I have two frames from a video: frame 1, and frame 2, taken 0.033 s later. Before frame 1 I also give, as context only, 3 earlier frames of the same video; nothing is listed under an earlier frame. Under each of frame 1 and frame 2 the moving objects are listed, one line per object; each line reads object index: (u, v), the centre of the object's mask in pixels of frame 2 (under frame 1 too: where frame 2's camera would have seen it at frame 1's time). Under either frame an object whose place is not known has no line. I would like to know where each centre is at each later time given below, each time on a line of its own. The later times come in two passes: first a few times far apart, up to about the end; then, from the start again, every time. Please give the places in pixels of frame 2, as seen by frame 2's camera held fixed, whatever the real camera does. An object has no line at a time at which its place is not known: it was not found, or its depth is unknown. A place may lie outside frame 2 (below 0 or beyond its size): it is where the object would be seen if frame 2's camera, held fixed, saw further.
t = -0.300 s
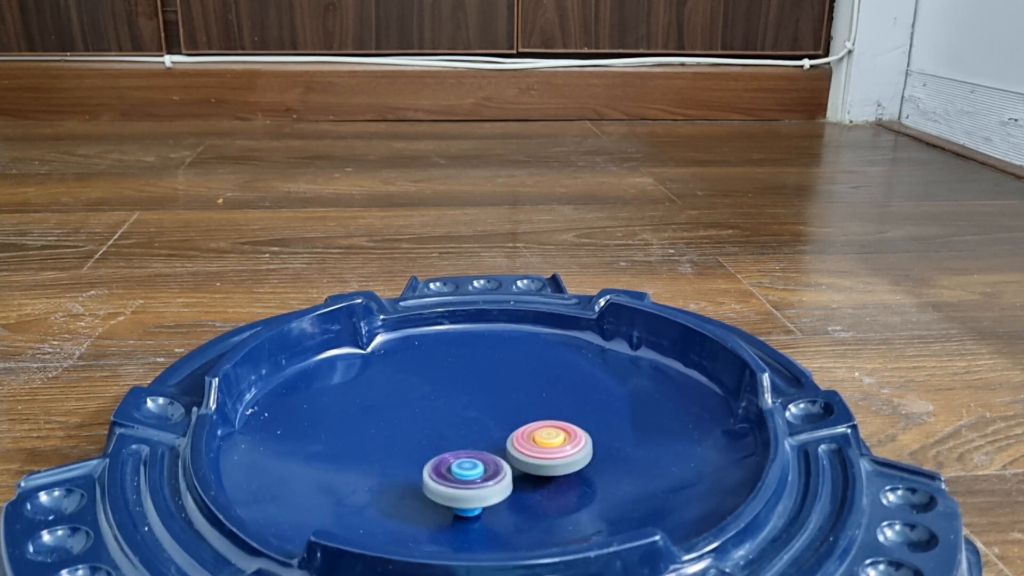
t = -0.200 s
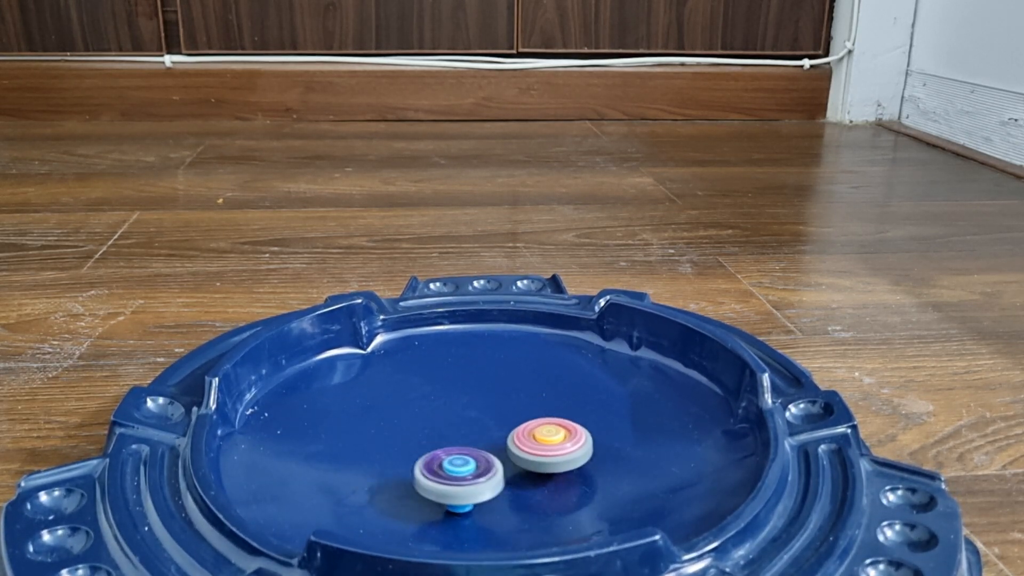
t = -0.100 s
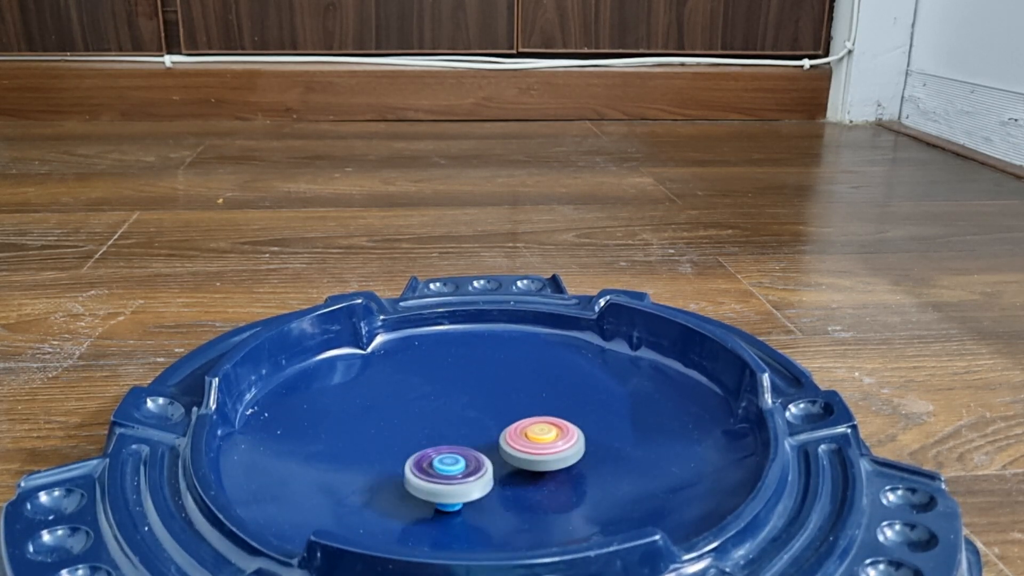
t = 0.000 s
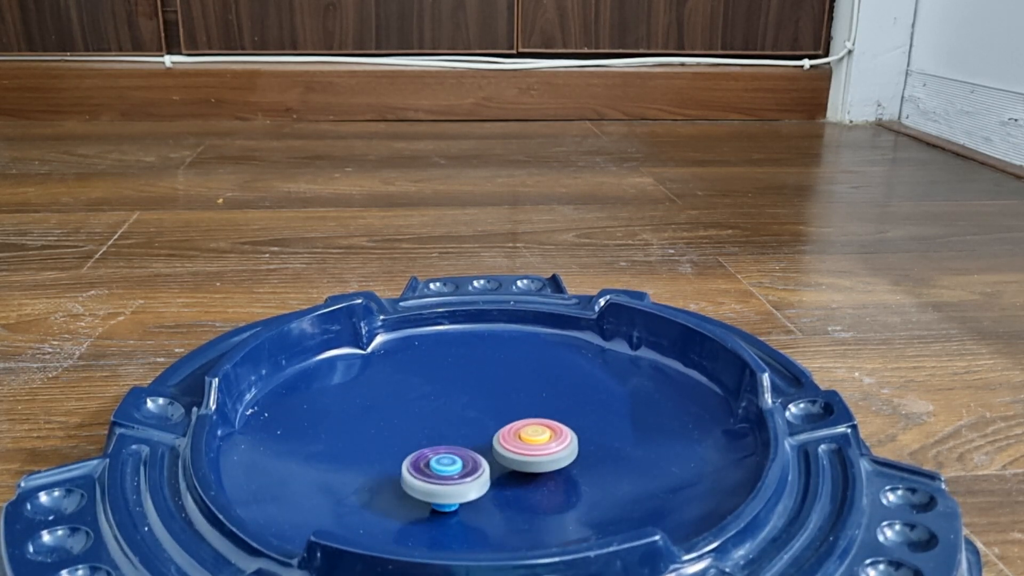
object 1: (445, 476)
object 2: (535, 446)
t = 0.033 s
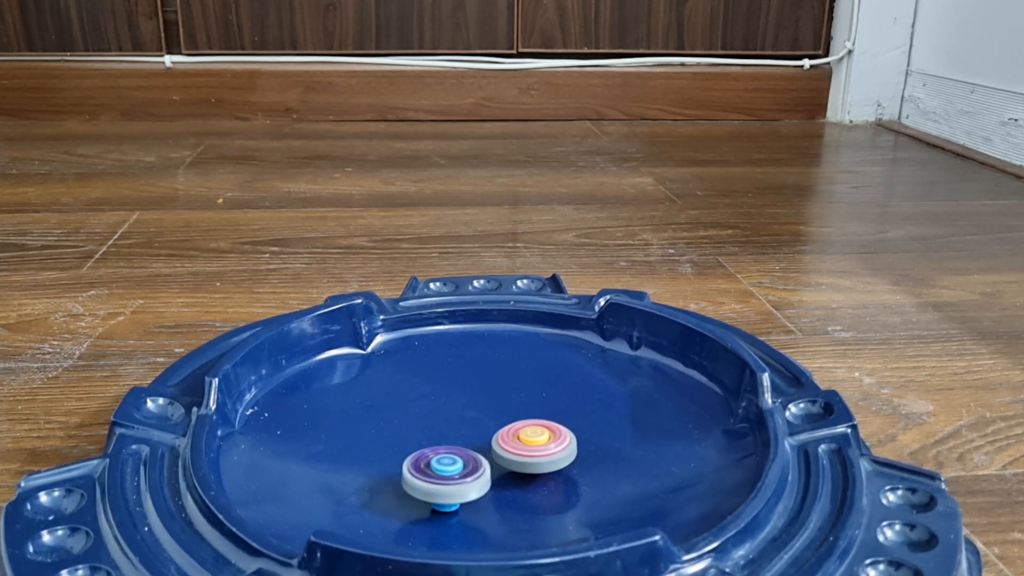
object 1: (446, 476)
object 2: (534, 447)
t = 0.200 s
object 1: (445, 469)
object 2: (531, 454)
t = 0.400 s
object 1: (436, 463)
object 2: (526, 466)
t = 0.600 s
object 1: (434, 460)
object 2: (541, 472)
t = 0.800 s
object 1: (443, 448)
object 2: (546, 463)
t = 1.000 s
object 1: (443, 436)
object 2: (535, 457)
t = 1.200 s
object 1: (419, 450)
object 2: (540, 458)
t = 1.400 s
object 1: (447, 453)
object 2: (546, 460)
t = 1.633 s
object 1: (453, 433)
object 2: (555, 451)
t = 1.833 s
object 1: (452, 438)
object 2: (539, 443)
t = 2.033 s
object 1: (438, 447)
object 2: (543, 446)
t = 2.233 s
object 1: (445, 448)
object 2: (553, 449)
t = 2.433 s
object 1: (443, 457)
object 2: (553, 444)
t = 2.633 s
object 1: (436, 454)
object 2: (554, 442)
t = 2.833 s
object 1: (422, 476)
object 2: (544, 438)
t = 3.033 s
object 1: (472, 478)
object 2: (534, 445)
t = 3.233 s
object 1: (453, 467)
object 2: (544, 450)
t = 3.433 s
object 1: (436, 465)
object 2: (542, 451)
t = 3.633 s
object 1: (449, 470)
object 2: (533, 454)
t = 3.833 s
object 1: (441, 470)
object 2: (534, 461)
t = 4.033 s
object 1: (446, 473)
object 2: (547, 463)
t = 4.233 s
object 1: (455, 476)
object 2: (555, 454)
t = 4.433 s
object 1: (451, 465)
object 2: (545, 445)
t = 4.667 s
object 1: (433, 458)
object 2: (544, 441)
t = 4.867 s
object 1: (425, 478)
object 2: (535, 437)
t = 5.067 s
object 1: (470, 475)
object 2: (526, 439)
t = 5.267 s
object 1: (451, 471)
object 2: (534, 433)
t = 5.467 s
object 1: (447, 473)
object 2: (523, 430)
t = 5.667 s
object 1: (450, 467)
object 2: (514, 433)
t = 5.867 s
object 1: (443, 466)
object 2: (520, 439)
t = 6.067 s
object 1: (451, 480)
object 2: (531, 444)
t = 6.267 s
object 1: (473, 474)
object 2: (547, 446)
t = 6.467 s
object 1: (450, 473)
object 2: (549, 439)
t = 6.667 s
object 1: (461, 478)
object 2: (531, 437)
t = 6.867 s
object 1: (455, 469)
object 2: (529, 443)
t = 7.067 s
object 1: (444, 476)
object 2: (534, 451)
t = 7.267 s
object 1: (452, 478)
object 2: (546, 454)
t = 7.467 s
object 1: (460, 479)
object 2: (556, 446)
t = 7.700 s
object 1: (445, 463)
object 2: (540, 440)
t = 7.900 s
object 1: (440, 452)
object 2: (528, 446)
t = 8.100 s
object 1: (425, 452)
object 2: (535, 458)
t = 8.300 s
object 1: (436, 461)
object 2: (542, 463)
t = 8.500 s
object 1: (459, 444)
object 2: (550, 464)
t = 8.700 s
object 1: (460, 428)
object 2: (545, 460)
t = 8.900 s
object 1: (450, 435)
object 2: (528, 461)
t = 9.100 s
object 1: (460, 435)
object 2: (531, 469)
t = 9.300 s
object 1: (485, 427)
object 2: (534, 472)
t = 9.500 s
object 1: (484, 419)
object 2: (539, 467)
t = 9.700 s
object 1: (476, 423)
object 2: (535, 464)
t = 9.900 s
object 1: (473, 422)
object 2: (535, 468)
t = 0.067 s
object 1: (448, 476)
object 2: (533, 448)
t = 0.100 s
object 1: (449, 475)
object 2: (533, 449)
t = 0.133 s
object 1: (449, 474)
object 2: (532, 451)
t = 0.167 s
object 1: (448, 472)
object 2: (532, 452)
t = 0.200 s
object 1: (445, 469)
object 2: (531, 454)
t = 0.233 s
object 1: (441, 467)
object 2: (530, 456)
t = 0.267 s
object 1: (438, 465)
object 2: (529, 458)
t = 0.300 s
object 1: (437, 464)
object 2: (529, 460)
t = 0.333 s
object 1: (436, 464)
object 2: (528, 462)
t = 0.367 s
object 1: (436, 464)
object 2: (527, 464)
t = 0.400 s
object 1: (436, 463)
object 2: (526, 466)
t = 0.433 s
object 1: (436, 463)
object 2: (526, 468)
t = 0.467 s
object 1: (436, 463)
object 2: (526, 469)
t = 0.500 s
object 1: (435, 462)
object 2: (531, 470)
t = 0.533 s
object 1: (434, 461)
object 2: (535, 471)
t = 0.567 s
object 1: (433, 460)
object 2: (538, 472)
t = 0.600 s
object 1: (434, 460)
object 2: (541, 472)
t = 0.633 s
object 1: (435, 459)
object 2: (543, 471)
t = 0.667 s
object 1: (436, 457)
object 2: (545, 470)
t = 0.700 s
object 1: (438, 455)
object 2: (546, 468)
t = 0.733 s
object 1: (440, 453)
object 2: (546, 467)
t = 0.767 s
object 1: (442, 451)
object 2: (546, 465)
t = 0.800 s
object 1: (443, 448)
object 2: (546, 463)
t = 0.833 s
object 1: (444, 446)
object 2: (544, 461)
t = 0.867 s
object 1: (445, 444)
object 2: (542, 459)
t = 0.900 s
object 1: (446, 442)
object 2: (539, 457)
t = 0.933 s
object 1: (447, 441)
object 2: (535, 457)
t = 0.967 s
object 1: (448, 439)
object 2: (532, 456)
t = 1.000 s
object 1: (443, 436)
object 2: (535, 457)
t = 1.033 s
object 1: (435, 435)
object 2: (539, 459)
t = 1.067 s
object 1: (428, 436)
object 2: (541, 460)
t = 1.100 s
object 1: (423, 439)
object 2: (542, 460)
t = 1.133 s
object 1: (419, 442)
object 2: (542, 459)
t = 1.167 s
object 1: (417, 446)
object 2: (541, 458)
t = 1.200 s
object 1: (419, 450)
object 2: (540, 458)
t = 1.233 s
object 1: (424, 454)
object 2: (538, 457)
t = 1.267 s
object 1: (430, 458)
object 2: (537, 457)
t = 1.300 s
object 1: (438, 459)
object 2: (535, 458)
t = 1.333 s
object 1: (446, 457)
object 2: (534, 459)
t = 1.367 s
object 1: (445, 455)
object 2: (541, 460)
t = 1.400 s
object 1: (447, 453)
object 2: (546, 460)
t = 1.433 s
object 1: (450, 450)
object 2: (549, 459)
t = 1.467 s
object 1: (452, 446)
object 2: (551, 458)
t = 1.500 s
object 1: (452, 443)
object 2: (553, 457)
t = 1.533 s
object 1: (453, 440)
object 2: (554, 456)
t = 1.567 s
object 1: (454, 437)
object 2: (555, 454)
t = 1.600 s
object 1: (454, 435)
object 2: (555, 453)
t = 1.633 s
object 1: (453, 433)
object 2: (555, 451)
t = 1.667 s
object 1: (452, 433)
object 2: (554, 450)
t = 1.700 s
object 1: (449, 433)
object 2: (553, 448)
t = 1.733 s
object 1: (447, 435)
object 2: (550, 446)
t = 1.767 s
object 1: (447, 437)
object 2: (547, 445)
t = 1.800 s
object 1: (449, 438)
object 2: (543, 444)
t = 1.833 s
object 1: (452, 438)
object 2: (539, 443)
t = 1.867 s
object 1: (450, 437)
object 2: (542, 444)
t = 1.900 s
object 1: (445, 437)
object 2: (544, 445)
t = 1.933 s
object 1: (441, 439)
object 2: (544, 445)
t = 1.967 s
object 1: (438, 441)
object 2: (544, 445)
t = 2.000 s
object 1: (437, 444)
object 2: (544, 445)
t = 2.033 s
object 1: (438, 447)
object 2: (543, 446)
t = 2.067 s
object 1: (440, 449)
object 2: (542, 446)
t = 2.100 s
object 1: (444, 451)
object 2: (541, 447)
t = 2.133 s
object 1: (449, 451)
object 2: (540, 448)
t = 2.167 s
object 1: (453, 450)
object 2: (541, 449)
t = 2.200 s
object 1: (449, 449)
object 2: (548, 450)
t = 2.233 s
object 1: (445, 448)
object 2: (553, 449)
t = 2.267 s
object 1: (441, 450)
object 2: (556, 449)
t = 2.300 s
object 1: (439, 452)
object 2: (558, 448)
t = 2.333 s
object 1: (438, 454)
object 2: (558, 447)
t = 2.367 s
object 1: (438, 455)
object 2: (557, 446)
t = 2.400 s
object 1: (440, 457)
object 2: (556, 445)
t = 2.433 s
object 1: (443, 457)
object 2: (553, 444)
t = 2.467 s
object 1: (446, 457)
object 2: (550, 443)
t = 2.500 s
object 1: (451, 455)
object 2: (547, 443)
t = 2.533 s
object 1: (456, 454)
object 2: (543, 443)
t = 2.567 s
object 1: (458, 453)
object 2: (542, 443)
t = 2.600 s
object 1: (446, 453)
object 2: (550, 443)
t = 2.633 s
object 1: (436, 454)
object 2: (554, 442)
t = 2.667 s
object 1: (429, 456)
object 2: (556, 441)
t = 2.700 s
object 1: (424, 459)
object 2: (556, 440)
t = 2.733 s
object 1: (419, 462)
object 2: (554, 440)
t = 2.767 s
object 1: (417, 467)
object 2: (552, 439)
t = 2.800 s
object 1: (418, 471)
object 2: (548, 438)
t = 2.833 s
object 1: (422, 476)
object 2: (544, 438)
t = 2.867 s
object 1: (428, 480)
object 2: (540, 439)
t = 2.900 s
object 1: (436, 483)
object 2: (537, 440)
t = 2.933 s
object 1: (446, 484)
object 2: (535, 442)
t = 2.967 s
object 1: (456, 483)
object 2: (533, 443)
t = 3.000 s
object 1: (466, 481)
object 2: (533, 444)
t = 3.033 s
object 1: (472, 478)
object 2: (534, 445)
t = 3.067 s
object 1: (470, 476)
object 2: (537, 446)
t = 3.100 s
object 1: (467, 474)
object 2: (540, 447)
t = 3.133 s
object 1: (465, 472)
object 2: (542, 448)
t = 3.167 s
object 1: (462, 469)
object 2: (543, 449)
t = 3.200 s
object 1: (457, 468)
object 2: (544, 450)
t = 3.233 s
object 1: (453, 467)
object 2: (544, 450)
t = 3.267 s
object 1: (448, 466)
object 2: (544, 451)
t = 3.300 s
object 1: (444, 465)
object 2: (545, 451)
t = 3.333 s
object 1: (441, 464)
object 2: (545, 451)
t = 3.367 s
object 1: (439, 463)
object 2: (544, 451)
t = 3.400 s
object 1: (437, 464)
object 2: (544, 450)
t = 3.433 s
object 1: (436, 465)
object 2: (542, 451)
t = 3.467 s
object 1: (436, 466)
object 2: (541, 451)
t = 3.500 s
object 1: (437, 468)
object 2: (540, 451)
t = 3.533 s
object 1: (439, 469)
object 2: (538, 452)
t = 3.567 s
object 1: (443, 470)
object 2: (536, 453)
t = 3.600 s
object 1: (446, 471)
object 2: (535, 453)
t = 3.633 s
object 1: (449, 470)
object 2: (533, 454)
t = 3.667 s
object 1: (450, 469)
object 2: (532, 455)
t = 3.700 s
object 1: (447, 468)
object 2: (533, 456)
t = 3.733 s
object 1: (444, 467)
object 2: (534, 458)
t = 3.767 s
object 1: (442, 467)
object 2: (534, 459)
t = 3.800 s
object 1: (441, 468)
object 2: (534, 460)
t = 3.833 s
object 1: (441, 470)
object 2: (534, 461)
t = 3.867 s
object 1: (442, 471)
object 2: (534, 462)
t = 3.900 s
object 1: (445, 472)
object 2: (535, 463)
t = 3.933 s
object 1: (448, 473)
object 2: (536, 463)
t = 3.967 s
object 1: (451, 473)
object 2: (538, 464)
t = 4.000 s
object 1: (450, 473)
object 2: (542, 464)
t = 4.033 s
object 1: (446, 473)
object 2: (547, 463)
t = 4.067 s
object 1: (445, 474)
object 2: (550, 462)
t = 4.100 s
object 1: (445, 475)
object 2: (552, 460)
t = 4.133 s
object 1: (447, 476)
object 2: (554, 459)
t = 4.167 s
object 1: (449, 477)
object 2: (554, 458)
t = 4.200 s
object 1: (452, 477)
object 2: (554, 456)
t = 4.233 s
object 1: (455, 476)
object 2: (555, 454)
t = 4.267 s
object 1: (457, 474)
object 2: (554, 453)
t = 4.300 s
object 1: (458, 472)
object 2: (553, 451)
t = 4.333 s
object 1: (457, 470)
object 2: (552, 449)
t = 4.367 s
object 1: (455, 468)
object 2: (550, 448)
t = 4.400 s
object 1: (452, 467)
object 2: (548, 446)
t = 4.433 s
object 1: (451, 465)
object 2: (545, 445)
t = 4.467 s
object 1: (450, 463)
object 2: (541, 444)
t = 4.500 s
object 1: (450, 462)
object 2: (538, 444)
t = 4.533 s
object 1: (451, 459)
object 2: (535, 444)
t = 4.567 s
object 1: (452, 457)
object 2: (533, 444)
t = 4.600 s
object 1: (446, 456)
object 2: (539, 443)
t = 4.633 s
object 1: (439, 457)
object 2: (542, 442)
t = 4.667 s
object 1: (433, 458)
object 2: (544, 441)
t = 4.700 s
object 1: (428, 460)
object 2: (544, 441)
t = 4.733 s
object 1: (423, 462)
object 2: (543, 440)
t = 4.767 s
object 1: (419, 466)
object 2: (542, 439)
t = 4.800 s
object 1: (418, 469)
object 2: (540, 438)
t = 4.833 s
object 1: (420, 474)
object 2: (538, 437)
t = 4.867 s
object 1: (425, 478)
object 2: (535, 437)
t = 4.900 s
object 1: (432, 481)
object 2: (533, 437)
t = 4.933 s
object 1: (440, 483)
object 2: (530, 437)
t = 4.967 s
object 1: (449, 483)
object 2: (527, 437)
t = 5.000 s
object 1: (458, 482)
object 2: (525, 438)
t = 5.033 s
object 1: (466, 479)
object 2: (525, 439)
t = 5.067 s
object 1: (470, 475)
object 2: (526, 439)
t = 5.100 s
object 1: (470, 472)
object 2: (528, 439)
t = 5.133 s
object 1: (464, 473)
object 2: (532, 437)
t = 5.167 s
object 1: (461, 472)
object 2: (534, 436)
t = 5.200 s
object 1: (457, 472)
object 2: (535, 435)
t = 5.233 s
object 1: (454, 471)
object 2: (535, 434)
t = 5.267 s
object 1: (451, 471)
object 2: (534, 433)
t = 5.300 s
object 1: (448, 470)
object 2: (533, 432)
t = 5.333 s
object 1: (446, 470)
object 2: (531, 432)
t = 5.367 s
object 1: (444, 471)
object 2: (530, 431)
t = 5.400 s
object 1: (444, 472)
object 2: (528, 430)
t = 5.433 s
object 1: (445, 472)
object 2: (526, 430)
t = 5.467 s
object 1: (447, 473)
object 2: (523, 430)
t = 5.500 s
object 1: (449, 473)
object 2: (521, 430)
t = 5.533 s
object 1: (451, 472)
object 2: (518, 430)
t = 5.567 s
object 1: (453, 471)
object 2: (517, 431)
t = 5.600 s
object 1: (453, 470)
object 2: (516, 431)
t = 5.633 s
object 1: (452, 469)
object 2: (515, 432)
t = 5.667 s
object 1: (450, 467)
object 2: (514, 433)
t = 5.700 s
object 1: (450, 466)
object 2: (514, 434)
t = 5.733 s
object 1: (450, 465)
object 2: (515, 435)
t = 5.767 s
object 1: (451, 464)
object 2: (515, 436)
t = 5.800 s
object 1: (450, 464)
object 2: (517, 437)
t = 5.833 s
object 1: (446, 465)
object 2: (519, 438)
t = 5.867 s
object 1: (443, 466)
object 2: (520, 439)
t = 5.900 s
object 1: (440, 467)
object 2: (522, 440)
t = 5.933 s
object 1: (438, 470)
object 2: (524, 441)
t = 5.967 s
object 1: (438, 473)
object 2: (526, 442)
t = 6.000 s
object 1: (441, 476)
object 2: (528, 442)
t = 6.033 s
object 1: (445, 478)
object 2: (529, 443)
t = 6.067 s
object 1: (451, 480)
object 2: (531, 444)
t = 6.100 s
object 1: (458, 480)
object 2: (533, 445)
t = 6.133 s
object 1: (464, 480)
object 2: (536, 446)
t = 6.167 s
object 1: (470, 479)
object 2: (538, 446)
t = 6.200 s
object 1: (474, 477)
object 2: (540, 447)
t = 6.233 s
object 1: (476, 474)
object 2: (543, 447)
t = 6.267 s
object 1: (473, 474)
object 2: (547, 446)
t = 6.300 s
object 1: (469, 473)
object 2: (550, 445)
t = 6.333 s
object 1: (466, 472)
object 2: (552, 444)
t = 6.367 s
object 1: (462, 471)
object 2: (552, 443)
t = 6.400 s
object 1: (458, 471)
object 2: (552, 442)
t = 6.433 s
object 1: (453, 472)
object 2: (551, 440)
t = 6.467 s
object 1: (450, 473)
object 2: (549, 439)
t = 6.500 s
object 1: (449, 474)
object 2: (547, 438)
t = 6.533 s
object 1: (449, 476)
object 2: (544, 437)
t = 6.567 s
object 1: (451, 477)
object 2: (541, 437)
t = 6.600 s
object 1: (454, 478)
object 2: (538, 436)
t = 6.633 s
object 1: (457, 478)
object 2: (534, 436)
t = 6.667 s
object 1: (461, 478)
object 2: (531, 437)
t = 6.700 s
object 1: (464, 476)
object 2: (529, 438)
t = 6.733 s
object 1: (465, 474)
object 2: (529, 438)
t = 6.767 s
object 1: (465, 472)
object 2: (528, 439)
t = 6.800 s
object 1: (464, 470)
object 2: (528, 441)
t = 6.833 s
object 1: (460, 468)
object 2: (529, 442)
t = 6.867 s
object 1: (455, 469)
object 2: (529, 443)
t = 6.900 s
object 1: (450, 469)
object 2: (530, 444)
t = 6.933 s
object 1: (445, 469)
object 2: (531, 446)
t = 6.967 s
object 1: (442, 470)
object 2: (532, 447)
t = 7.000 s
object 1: (441, 472)
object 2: (533, 448)
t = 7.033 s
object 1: (441, 474)
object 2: (533, 450)
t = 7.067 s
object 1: (444, 476)
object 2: (534, 451)
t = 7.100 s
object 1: (448, 477)
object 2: (534, 452)
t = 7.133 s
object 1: (453, 478)
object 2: (535, 453)
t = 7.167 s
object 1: (457, 478)
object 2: (536, 455)
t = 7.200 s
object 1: (461, 477)
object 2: (537, 456)
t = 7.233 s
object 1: (456, 477)
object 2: (542, 455)
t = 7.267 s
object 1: (452, 478)
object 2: (546, 454)
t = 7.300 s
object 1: (451, 480)
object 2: (550, 453)
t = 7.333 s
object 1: (451, 480)
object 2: (553, 452)
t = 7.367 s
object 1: (452, 481)
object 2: (555, 450)
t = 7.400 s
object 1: (455, 481)
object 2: (556, 449)
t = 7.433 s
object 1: (458, 481)
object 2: (556, 448)
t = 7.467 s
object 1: (460, 479)
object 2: (556, 446)
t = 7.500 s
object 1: (460, 477)
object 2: (555, 445)
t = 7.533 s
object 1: (459, 475)
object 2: (554, 444)
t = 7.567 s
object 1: (457, 472)
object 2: (552, 443)
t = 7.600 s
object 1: (455, 470)
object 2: (549, 441)
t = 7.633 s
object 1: (451, 468)
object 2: (546, 441)
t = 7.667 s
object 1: (448, 466)
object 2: (543, 440)
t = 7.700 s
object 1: (445, 463)
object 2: (540, 440)
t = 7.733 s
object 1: (443, 461)
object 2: (537, 440)
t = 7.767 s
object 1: (442, 458)
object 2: (534, 441)
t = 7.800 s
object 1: (442, 456)
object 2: (532, 442)
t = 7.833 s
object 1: (441, 454)
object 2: (530, 443)
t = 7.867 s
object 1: (441, 453)
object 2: (529, 444)
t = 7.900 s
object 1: (440, 452)
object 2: (528, 446)
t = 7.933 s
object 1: (439, 451)
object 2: (527, 448)
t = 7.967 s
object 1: (439, 450)
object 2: (526, 450)
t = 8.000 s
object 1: (439, 450)
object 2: (525, 451)
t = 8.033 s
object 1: (434, 450)
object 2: (530, 454)
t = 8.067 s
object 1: (429, 451)
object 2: (533, 456)
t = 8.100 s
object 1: (425, 452)
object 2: (535, 458)
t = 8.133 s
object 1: (423, 454)
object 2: (537, 459)
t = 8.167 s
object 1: (423, 456)
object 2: (538, 460)
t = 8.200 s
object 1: (424, 458)
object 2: (539, 461)
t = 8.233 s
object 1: (427, 460)
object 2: (541, 462)
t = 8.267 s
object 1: (431, 461)
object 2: (541, 463)
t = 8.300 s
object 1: (436, 461)
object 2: (542, 463)
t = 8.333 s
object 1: (442, 460)
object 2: (542, 464)
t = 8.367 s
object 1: (447, 457)
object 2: (543, 464)
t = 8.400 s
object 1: (452, 454)
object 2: (543, 464)
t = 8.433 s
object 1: (457, 451)
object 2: (544, 464)
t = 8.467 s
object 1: (458, 448)
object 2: (548, 464)
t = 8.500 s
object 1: (459, 444)
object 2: (550, 464)
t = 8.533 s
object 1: (460, 441)
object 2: (551, 464)
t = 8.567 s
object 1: (461, 438)
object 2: (551, 463)
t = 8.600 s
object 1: (461, 435)
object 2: (551, 462)
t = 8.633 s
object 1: (462, 432)
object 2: (550, 462)
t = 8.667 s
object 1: (461, 430)
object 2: (548, 461)
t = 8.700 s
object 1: (460, 428)
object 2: (545, 460)
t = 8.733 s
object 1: (457, 428)
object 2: (542, 460)
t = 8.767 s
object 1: (454, 428)
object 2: (539, 460)
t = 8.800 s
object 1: (451, 430)
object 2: (536, 459)
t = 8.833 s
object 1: (449, 432)
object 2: (533, 460)
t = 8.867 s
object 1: (449, 434)
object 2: (529, 460)
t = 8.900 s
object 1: (450, 435)
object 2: (528, 461)
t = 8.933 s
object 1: (450, 435)
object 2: (530, 464)
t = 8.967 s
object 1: (450, 435)
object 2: (530, 465)
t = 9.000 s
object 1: (452, 436)
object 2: (530, 467)
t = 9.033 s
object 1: (454, 436)
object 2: (530, 467)
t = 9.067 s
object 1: (457, 436)
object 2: (530, 469)
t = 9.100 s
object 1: (460, 435)
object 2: (531, 469)
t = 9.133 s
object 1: (464, 434)
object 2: (531, 470)
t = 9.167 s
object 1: (469, 433)
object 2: (531, 470)
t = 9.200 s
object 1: (473, 432)
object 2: (532, 470)
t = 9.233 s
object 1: (477, 430)
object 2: (532, 470)
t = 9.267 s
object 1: (481, 429)
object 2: (532, 470)
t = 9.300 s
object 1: (485, 427)
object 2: (534, 472)
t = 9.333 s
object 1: (488, 425)
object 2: (535, 472)
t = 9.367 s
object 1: (490, 423)
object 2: (536, 472)
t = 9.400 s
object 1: (490, 421)
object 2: (538, 471)
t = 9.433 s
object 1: (489, 420)
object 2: (539, 470)
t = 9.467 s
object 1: (487, 419)
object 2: (539, 469)
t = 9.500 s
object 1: (484, 419)
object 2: (539, 467)
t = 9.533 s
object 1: (481, 419)
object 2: (539, 465)
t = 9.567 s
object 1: (479, 421)
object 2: (537, 464)
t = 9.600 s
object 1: (478, 422)
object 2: (536, 463)
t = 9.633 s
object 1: (478, 423)
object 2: (534, 462)
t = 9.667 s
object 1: (477, 423)
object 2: (535, 463)
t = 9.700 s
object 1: (476, 423)
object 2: (535, 464)
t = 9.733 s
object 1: (476, 423)
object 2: (534, 464)
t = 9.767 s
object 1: (477, 424)
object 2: (532, 464)
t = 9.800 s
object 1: (478, 424)
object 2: (532, 464)
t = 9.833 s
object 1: (478, 423)
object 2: (533, 466)
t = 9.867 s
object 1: (476, 422)
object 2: (534, 467)
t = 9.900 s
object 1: (473, 422)
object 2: (535, 468)
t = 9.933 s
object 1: (470, 423)
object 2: (536, 469)
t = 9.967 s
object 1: (468, 424)
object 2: (537, 469)
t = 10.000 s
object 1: (467, 426)
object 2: (538, 468)
